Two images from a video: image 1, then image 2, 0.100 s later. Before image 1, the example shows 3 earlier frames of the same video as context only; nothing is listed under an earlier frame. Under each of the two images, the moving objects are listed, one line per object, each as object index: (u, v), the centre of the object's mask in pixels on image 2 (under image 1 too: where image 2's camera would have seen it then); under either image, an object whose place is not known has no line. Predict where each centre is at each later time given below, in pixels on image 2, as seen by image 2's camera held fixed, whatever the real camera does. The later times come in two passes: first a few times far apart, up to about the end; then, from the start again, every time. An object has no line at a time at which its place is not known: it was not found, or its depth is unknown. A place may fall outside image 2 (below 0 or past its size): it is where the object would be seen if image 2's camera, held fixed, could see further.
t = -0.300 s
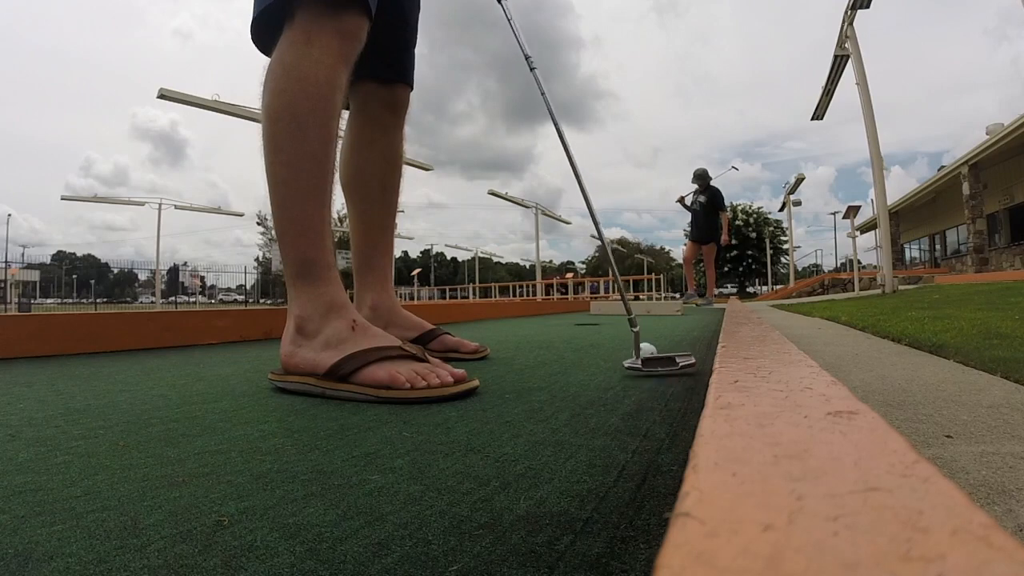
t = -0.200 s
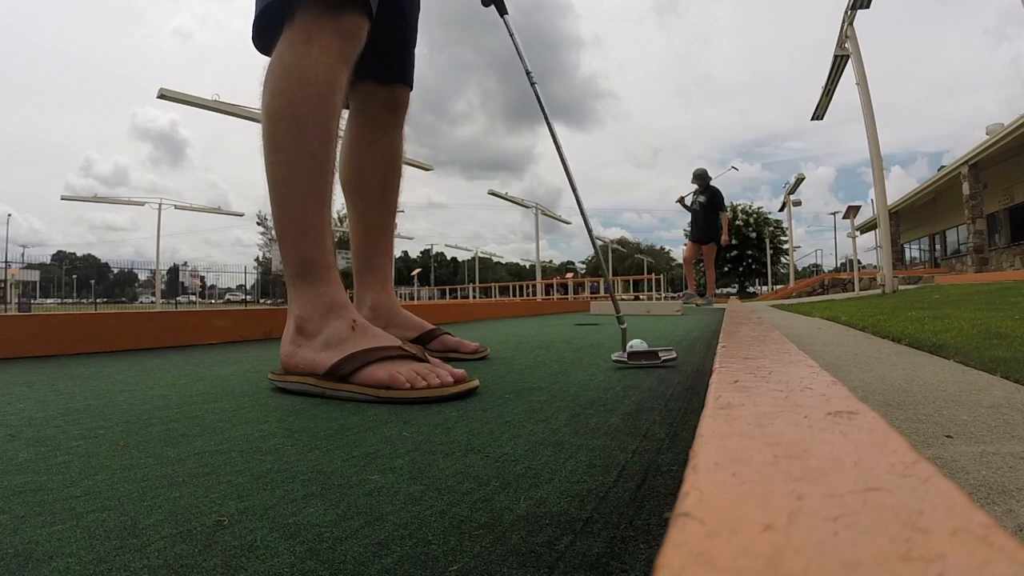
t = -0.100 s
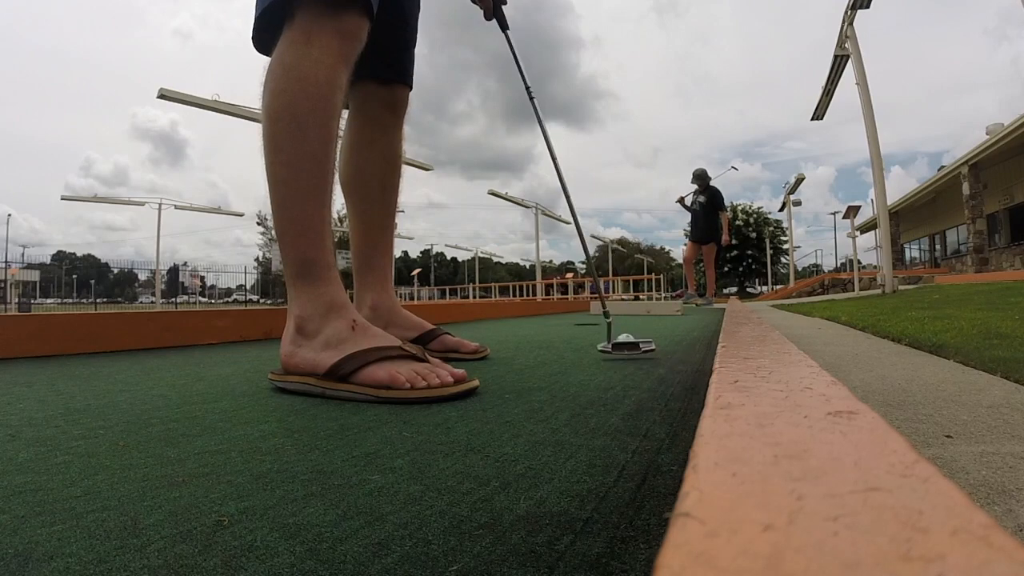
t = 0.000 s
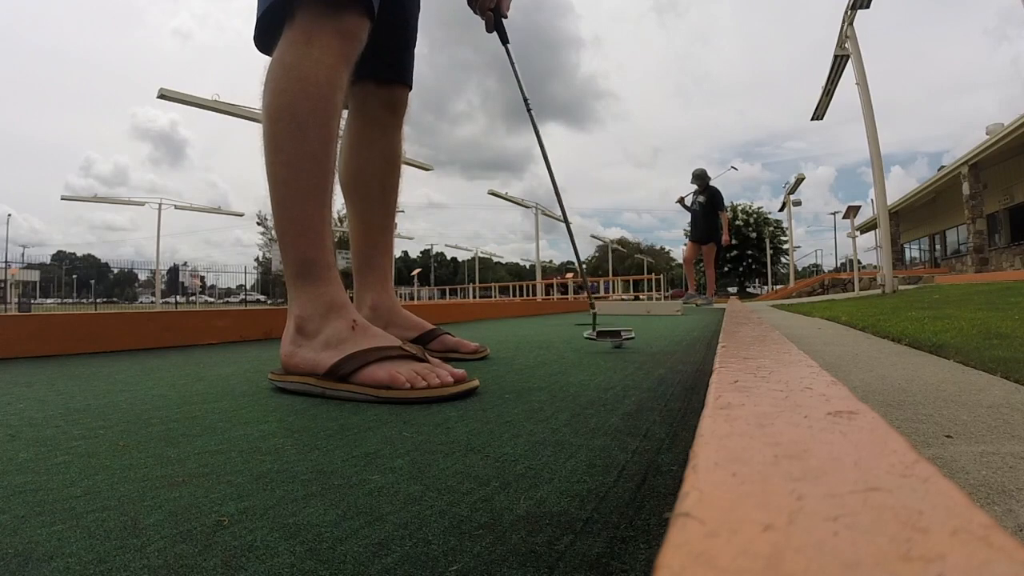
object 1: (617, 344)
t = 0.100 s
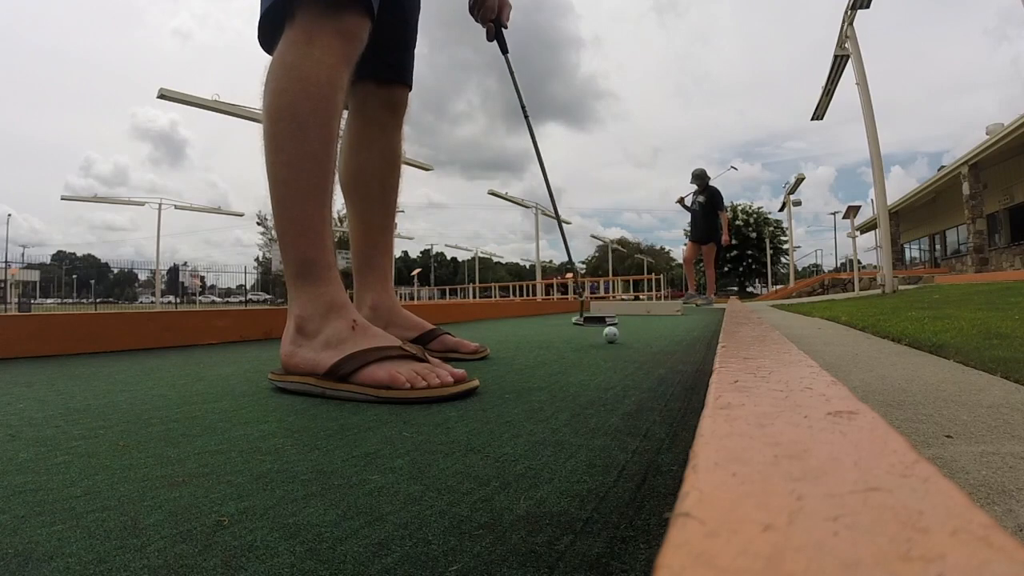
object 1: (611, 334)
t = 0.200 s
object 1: (605, 332)
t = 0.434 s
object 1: (596, 326)
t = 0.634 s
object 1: (590, 323)
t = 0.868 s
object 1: (584, 319)
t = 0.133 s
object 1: (608, 333)
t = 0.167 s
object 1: (607, 333)
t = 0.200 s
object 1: (605, 332)
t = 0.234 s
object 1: (604, 331)
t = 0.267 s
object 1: (602, 330)
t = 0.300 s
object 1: (601, 329)
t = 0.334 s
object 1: (599, 328)
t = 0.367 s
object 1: (598, 328)
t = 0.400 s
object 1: (597, 327)
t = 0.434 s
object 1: (596, 326)
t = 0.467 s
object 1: (595, 326)
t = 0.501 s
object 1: (594, 325)
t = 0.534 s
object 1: (593, 324)
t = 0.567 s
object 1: (592, 324)
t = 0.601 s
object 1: (591, 323)
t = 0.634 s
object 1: (590, 323)
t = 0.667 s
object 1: (589, 322)
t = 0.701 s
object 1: (588, 322)
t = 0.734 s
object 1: (587, 322)
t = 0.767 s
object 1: (586, 321)
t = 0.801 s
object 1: (586, 321)
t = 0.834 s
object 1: (585, 320)
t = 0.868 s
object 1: (584, 319)
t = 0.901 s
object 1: (583, 319)
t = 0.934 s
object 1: (582, 320)
